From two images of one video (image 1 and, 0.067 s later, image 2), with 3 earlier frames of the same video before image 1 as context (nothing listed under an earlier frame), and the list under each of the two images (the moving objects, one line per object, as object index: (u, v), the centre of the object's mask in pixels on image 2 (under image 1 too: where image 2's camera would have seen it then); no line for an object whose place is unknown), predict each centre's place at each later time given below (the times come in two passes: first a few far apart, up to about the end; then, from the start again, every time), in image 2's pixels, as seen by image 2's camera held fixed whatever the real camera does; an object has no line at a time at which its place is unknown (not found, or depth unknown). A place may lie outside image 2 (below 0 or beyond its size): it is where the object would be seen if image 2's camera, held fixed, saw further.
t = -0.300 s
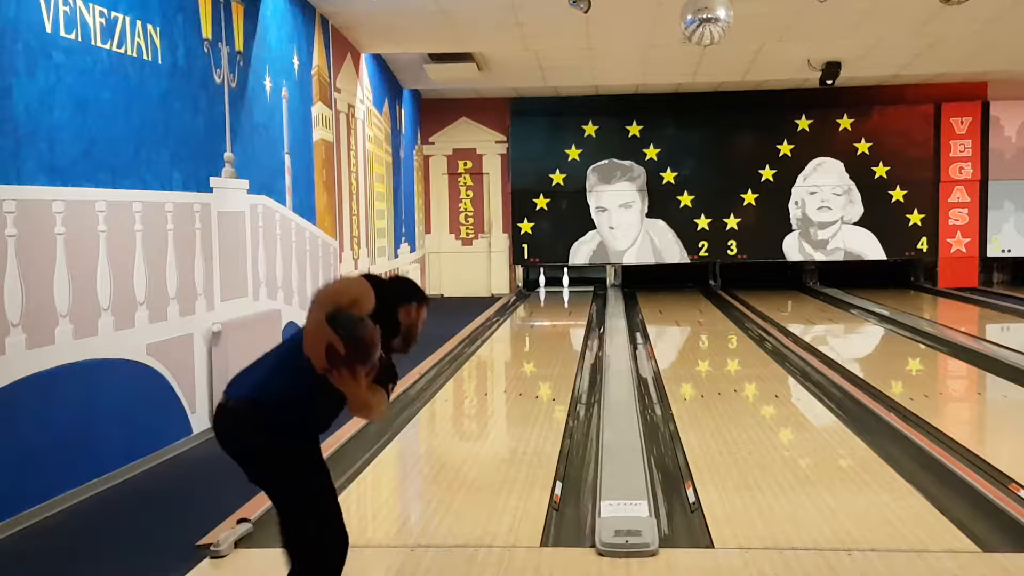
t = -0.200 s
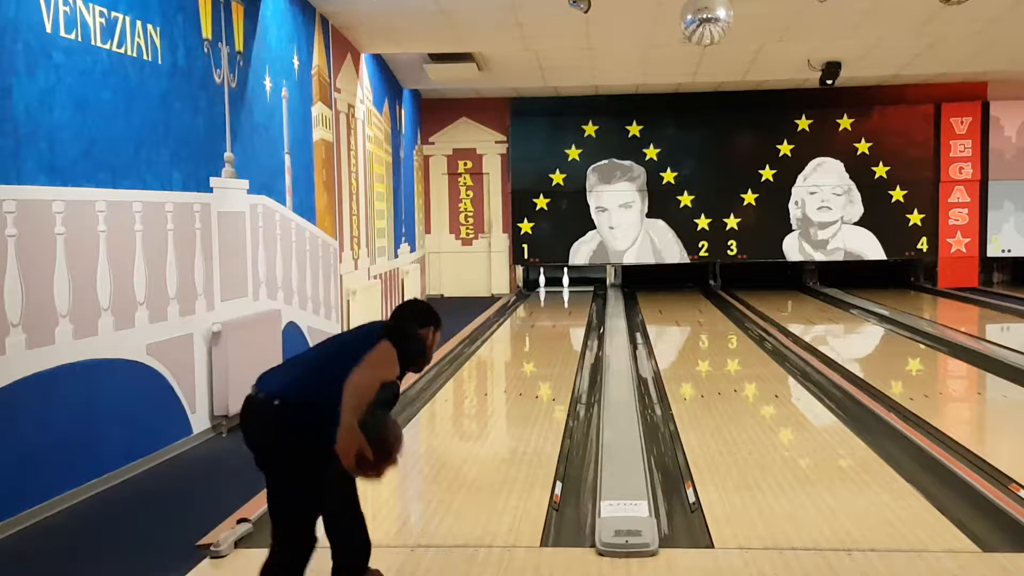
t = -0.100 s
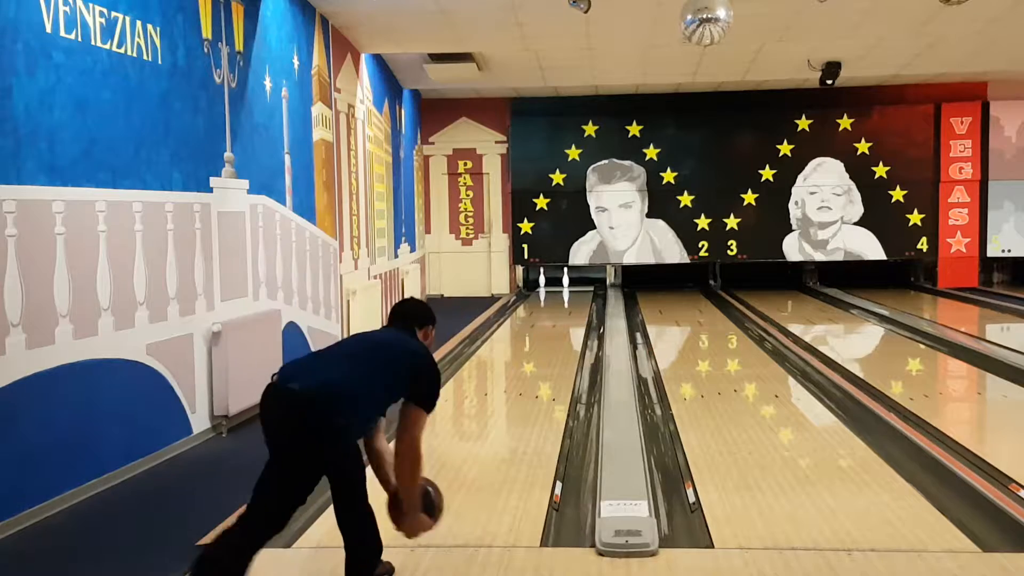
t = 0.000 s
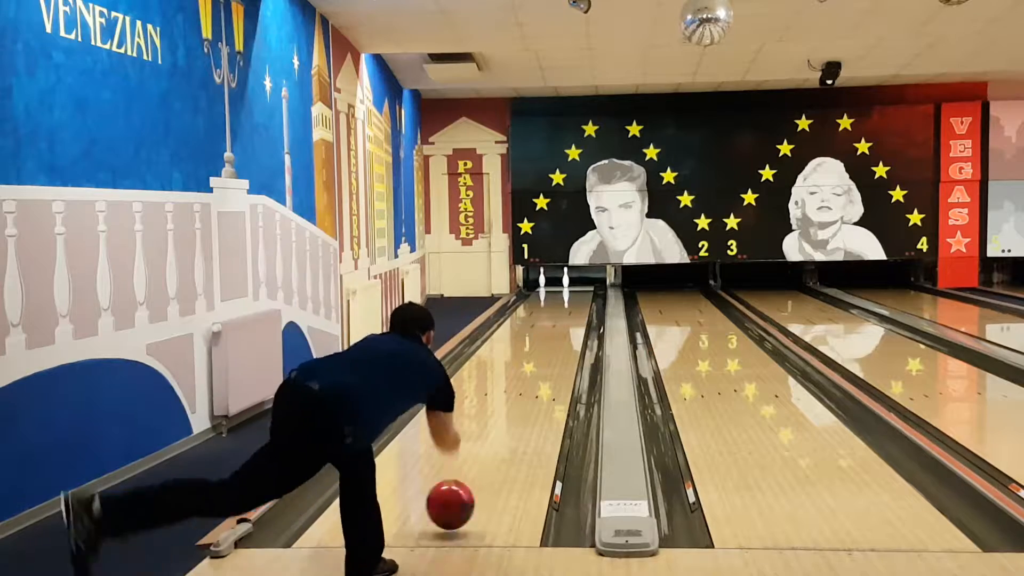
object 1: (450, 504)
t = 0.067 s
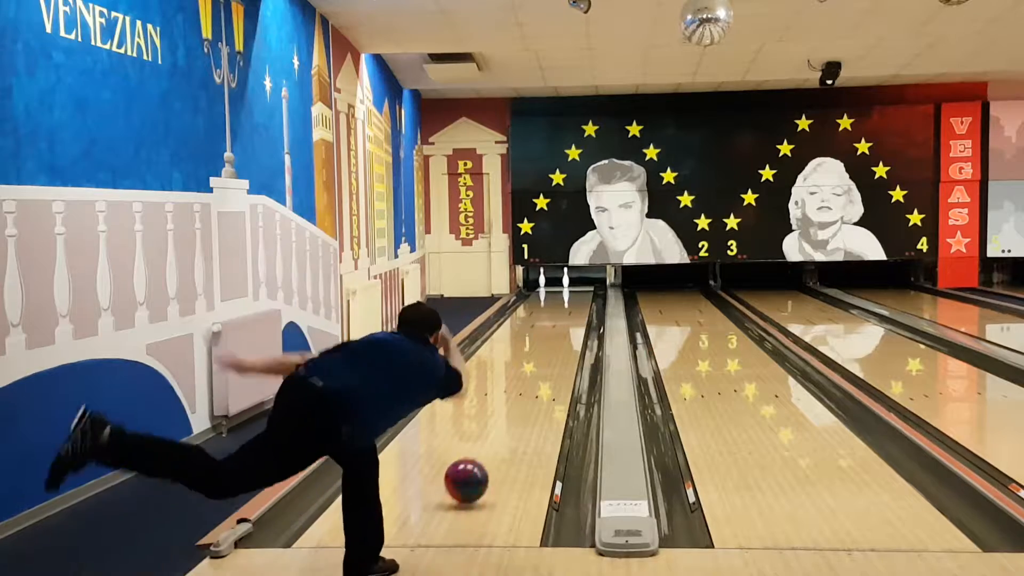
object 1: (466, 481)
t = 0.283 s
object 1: (503, 426)
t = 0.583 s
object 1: (533, 376)
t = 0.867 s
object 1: (551, 347)
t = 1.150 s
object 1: (562, 327)
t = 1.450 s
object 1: (571, 311)
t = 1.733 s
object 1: (575, 300)
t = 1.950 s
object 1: (577, 293)
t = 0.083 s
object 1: (470, 475)
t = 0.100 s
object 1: (473, 470)
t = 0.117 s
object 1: (476, 466)
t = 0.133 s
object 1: (479, 462)
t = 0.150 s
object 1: (483, 459)
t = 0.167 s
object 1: (486, 454)
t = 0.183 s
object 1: (489, 449)
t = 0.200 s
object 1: (491, 445)
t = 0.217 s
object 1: (494, 441)
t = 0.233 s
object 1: (496, 437)
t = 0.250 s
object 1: (499, 433)
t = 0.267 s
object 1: (501, 429)
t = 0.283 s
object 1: (503, 426)
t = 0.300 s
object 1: (506, 422)
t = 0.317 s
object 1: (508, 418)
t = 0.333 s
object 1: (510, 415)
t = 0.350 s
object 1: (512, 412)
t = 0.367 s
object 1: (514, 409)
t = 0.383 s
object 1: (515, 406)
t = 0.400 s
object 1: (517, 403)
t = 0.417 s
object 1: (519, 400)
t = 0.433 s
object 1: (520, 398)
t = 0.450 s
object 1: (522, 395)
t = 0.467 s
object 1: (524, 392)
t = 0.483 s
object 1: (525, 390)
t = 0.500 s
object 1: (527, 387)
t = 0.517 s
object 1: (528, 385)
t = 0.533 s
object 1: (529, 383)
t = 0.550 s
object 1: (531, 381)
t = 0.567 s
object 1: (532, 378)
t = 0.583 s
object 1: (533, 376)
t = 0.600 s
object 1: (535, 374)
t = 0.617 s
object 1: (536, 372)
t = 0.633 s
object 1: (537, 370)
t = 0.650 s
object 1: (538, 368)
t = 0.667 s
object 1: (539, 367)
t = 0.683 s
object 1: (540, 365)
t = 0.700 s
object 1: (541, 363)
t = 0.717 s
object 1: (542, 361)
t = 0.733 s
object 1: (544, 359)
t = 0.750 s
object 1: (544, 358)
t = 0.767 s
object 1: (545, 356)
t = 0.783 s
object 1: (547, 355)
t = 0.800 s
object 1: (547, 353)
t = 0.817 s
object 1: (548, 352)
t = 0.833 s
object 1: (549, 350)
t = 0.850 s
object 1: (550, 349)
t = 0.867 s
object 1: (551, 347)
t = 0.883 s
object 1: (552, 346)
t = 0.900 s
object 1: (552, 345)
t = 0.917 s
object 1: (553, 343)
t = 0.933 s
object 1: (554, 342)
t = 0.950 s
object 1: (555, 341)
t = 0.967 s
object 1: (555, 339)
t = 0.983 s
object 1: (556, 338)
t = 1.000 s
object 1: (557, 337)
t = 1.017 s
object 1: (557, 336)
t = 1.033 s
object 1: (558, 334)
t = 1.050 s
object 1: (559, 333)
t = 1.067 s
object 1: (559, 332)
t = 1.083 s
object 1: (560, 331)
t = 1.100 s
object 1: (561, 330)
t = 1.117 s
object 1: (561, 329)
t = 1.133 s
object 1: (561, 328)
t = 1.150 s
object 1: (562, 327)
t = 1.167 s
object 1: (563, 326)
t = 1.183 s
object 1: (563, 325)
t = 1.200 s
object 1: (564, 324)
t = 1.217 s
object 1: (564, 323)
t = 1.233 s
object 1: (565, 322)
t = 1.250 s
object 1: (566, 321)
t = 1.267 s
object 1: (566, 320)
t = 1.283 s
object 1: (566, 319)
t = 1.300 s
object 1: (567, 318)
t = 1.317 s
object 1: (567, 317)
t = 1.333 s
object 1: (568, 317)
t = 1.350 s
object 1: (568, 316)
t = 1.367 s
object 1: (568, 315)
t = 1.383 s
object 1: (569, 314)
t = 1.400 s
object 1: (570, 313)
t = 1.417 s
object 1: (570, 313)
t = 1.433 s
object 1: (570, 312)
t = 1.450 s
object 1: (571, 311)
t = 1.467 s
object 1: (571, 310)
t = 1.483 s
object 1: (571, 310)
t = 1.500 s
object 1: (571, 309)
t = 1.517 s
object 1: (572, 309)
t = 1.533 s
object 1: (572, 308)
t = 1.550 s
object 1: (572, 307)
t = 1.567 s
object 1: (573, 306)
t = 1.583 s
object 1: (573, 306)
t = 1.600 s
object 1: (573, 305)
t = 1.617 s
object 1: (574, 303)
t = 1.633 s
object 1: (574, 303)
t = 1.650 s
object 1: (574, 303)
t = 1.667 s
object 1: (574, 303)
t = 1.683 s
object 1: (575, 302)
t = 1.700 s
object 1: (575, 300)
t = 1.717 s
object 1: (575, 300)
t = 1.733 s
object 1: (575, 300)
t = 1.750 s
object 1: (575, 299)
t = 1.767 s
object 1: (575, 298)
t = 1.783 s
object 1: (575, 299)
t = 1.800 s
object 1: (575, 298)
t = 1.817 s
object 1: (576, 298)
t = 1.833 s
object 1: (577, 297)
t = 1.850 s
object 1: (576, 296)
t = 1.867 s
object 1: (576, 295)
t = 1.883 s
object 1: (576, 295)
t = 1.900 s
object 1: (576, 294)
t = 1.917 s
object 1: (576, 294)
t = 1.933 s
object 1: (576, 294)
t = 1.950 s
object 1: (577, 293)
